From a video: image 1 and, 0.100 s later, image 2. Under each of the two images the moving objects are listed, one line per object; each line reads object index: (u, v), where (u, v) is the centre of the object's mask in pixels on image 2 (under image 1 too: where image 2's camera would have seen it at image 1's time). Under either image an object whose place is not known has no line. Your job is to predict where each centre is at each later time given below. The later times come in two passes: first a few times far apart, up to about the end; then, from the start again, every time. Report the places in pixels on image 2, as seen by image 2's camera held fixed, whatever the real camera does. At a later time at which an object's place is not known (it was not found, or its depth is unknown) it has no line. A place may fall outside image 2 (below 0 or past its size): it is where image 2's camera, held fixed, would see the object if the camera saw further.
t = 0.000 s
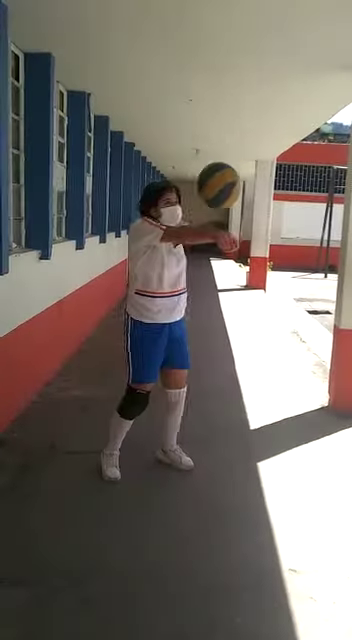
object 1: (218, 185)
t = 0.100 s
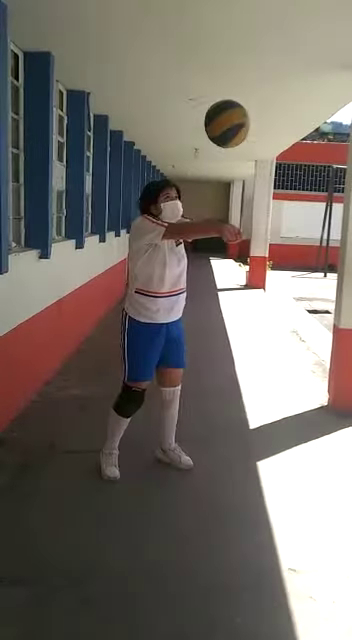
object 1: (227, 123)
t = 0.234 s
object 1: (237, 73)
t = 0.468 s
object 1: (248, 83)
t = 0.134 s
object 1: (229, 108)
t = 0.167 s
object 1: (232, 94)
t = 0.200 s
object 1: (234, 82)
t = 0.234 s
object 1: (237, 73)
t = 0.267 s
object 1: (238, 68)
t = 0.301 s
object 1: (240, 64)
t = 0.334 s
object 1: (242, 63)
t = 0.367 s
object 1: (244, 64)
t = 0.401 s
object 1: (245, 68)
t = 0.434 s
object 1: (246, 74)
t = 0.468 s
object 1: (248, 83)
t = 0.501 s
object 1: (248, 96)
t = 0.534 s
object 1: (249, 110)
